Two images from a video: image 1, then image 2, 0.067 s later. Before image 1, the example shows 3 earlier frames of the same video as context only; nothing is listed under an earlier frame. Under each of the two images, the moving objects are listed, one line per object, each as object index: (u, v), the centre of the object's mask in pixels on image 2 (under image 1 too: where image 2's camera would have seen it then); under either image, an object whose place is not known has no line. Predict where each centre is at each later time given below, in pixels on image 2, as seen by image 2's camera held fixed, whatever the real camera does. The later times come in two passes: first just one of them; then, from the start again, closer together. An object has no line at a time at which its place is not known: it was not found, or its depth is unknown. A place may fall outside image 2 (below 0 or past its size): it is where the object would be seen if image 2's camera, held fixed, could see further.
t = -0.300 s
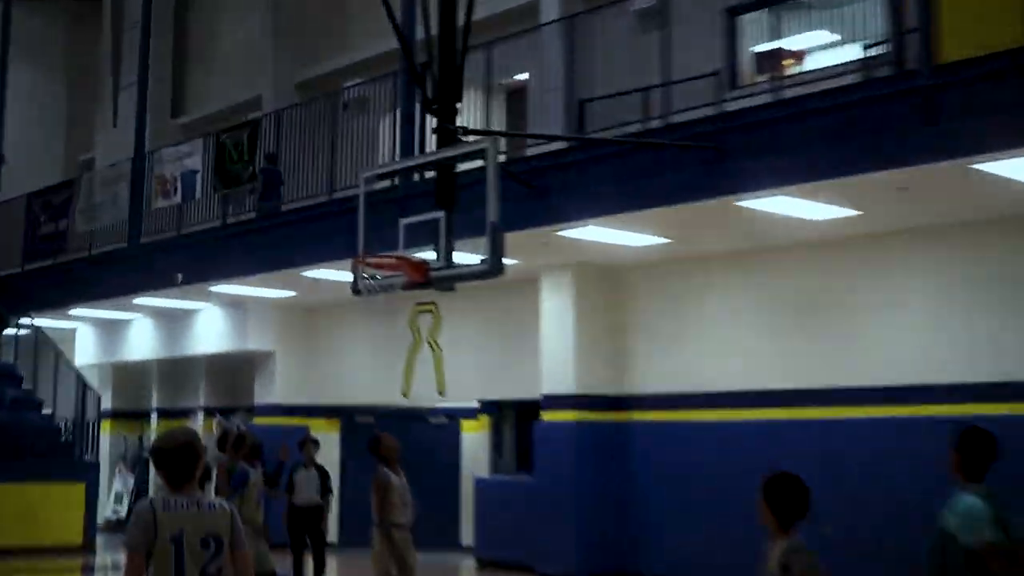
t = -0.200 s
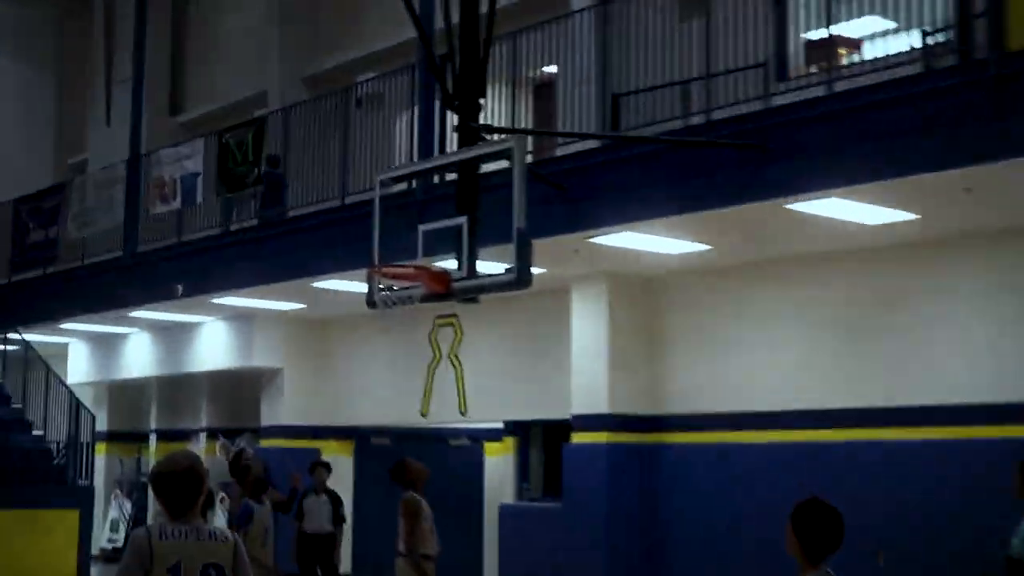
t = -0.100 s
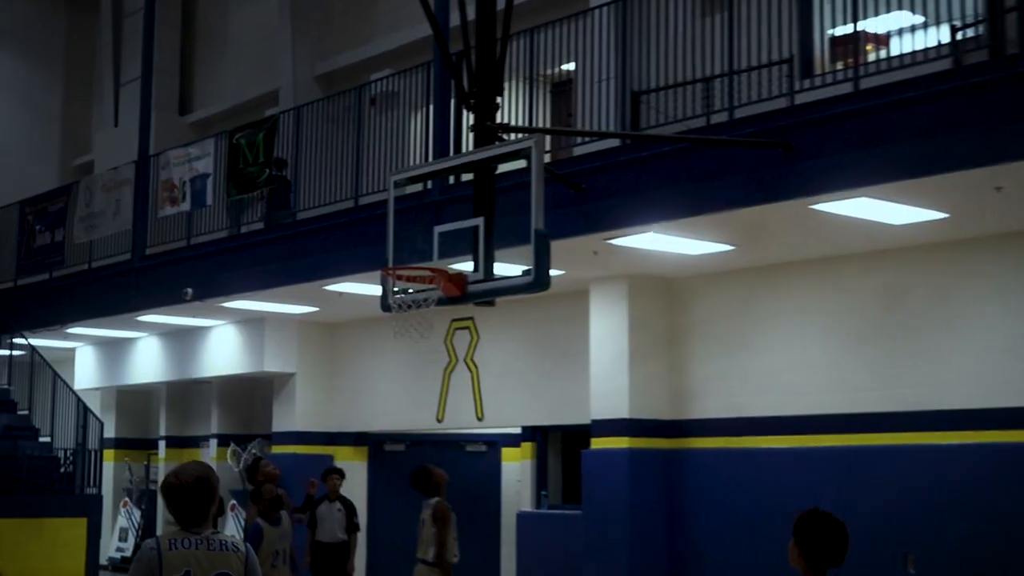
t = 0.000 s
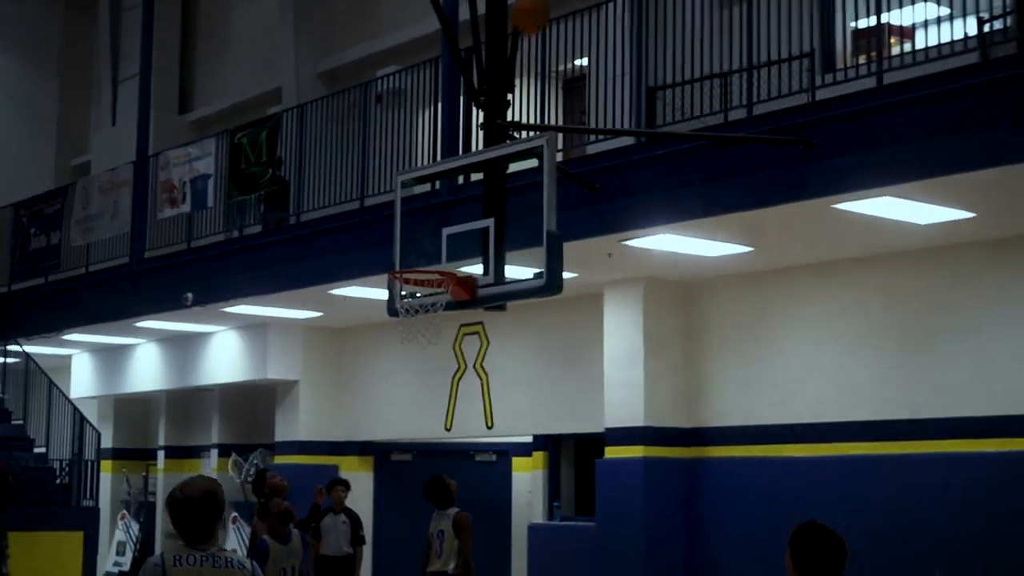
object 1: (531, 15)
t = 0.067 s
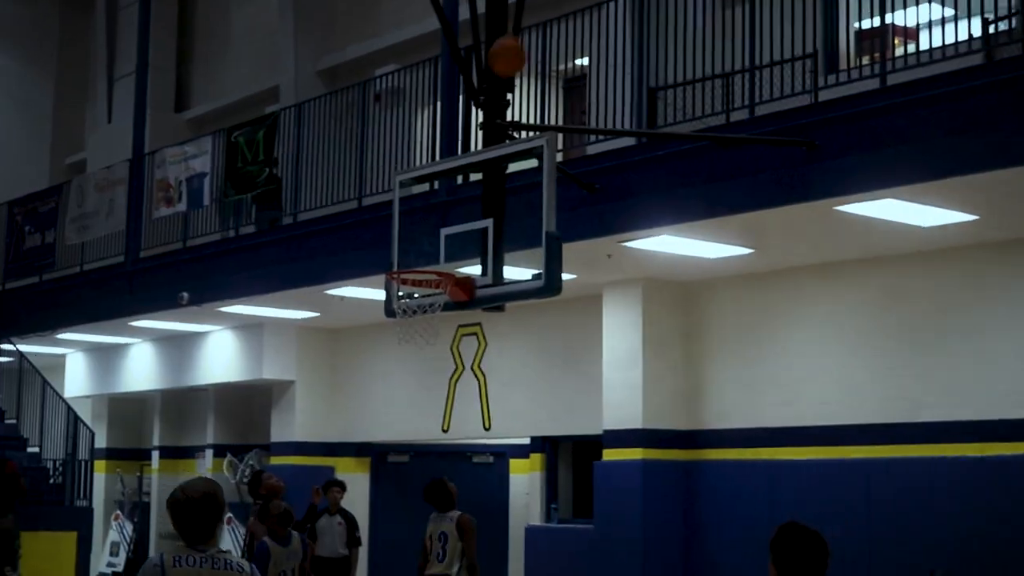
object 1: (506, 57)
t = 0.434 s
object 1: (402, 331)
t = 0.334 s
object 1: (424, 259)
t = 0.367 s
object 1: (413, 298)
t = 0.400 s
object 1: (405, 321)
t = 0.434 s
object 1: (402, 331)
